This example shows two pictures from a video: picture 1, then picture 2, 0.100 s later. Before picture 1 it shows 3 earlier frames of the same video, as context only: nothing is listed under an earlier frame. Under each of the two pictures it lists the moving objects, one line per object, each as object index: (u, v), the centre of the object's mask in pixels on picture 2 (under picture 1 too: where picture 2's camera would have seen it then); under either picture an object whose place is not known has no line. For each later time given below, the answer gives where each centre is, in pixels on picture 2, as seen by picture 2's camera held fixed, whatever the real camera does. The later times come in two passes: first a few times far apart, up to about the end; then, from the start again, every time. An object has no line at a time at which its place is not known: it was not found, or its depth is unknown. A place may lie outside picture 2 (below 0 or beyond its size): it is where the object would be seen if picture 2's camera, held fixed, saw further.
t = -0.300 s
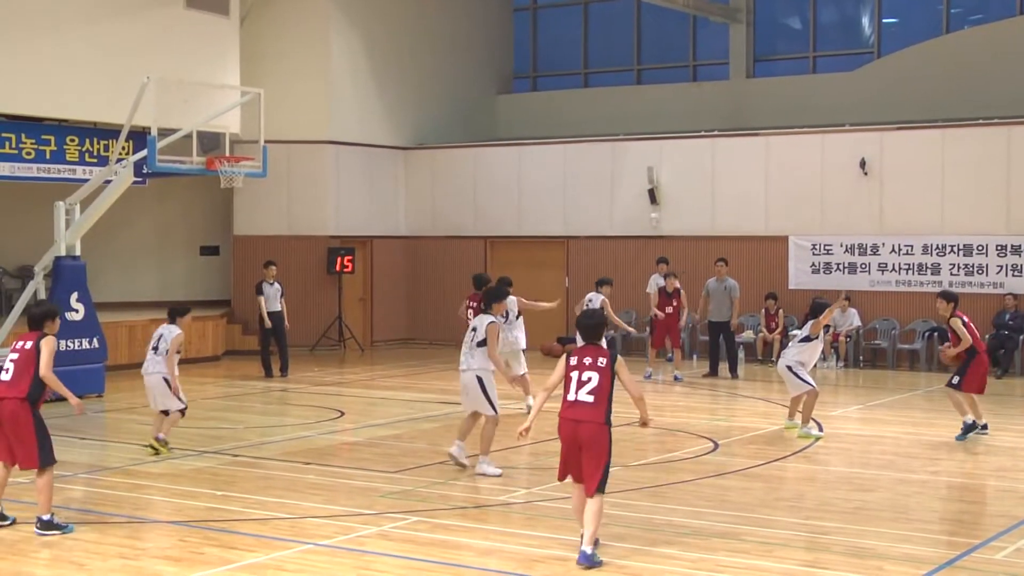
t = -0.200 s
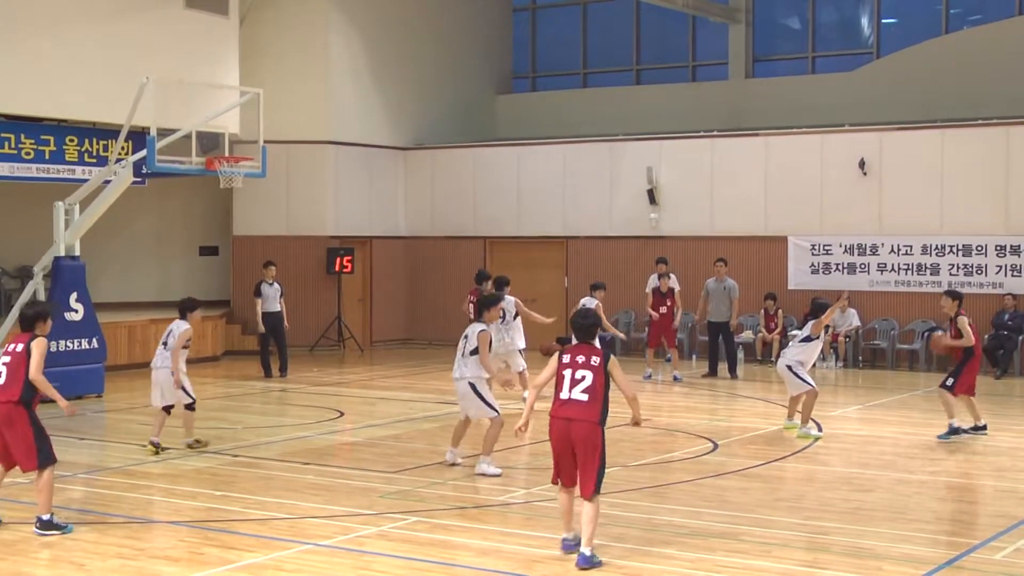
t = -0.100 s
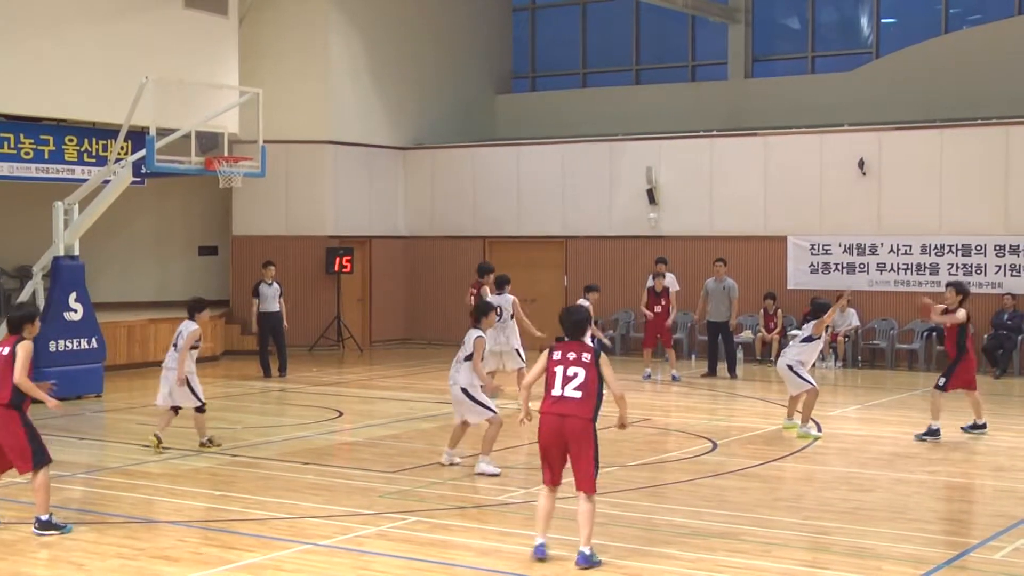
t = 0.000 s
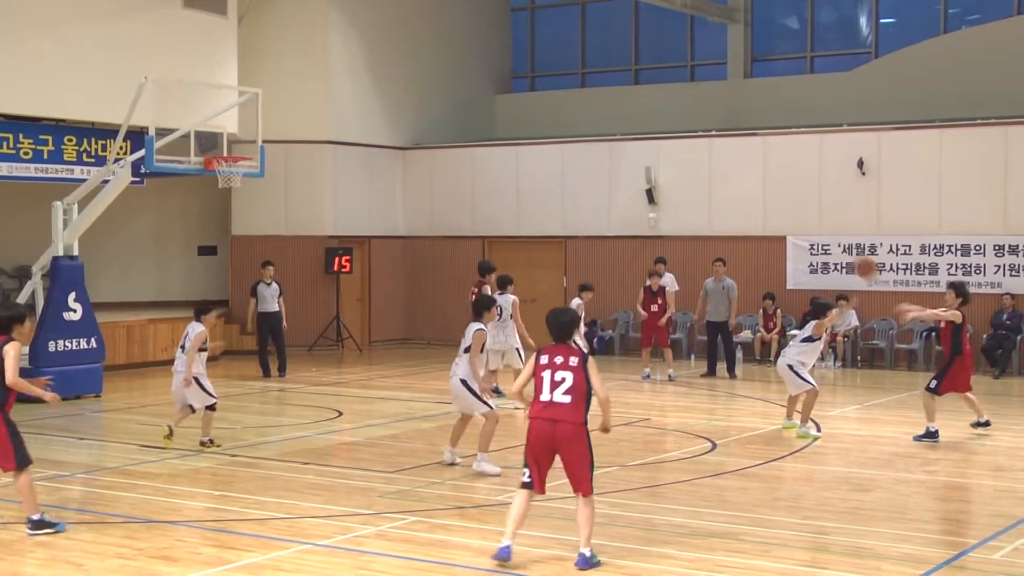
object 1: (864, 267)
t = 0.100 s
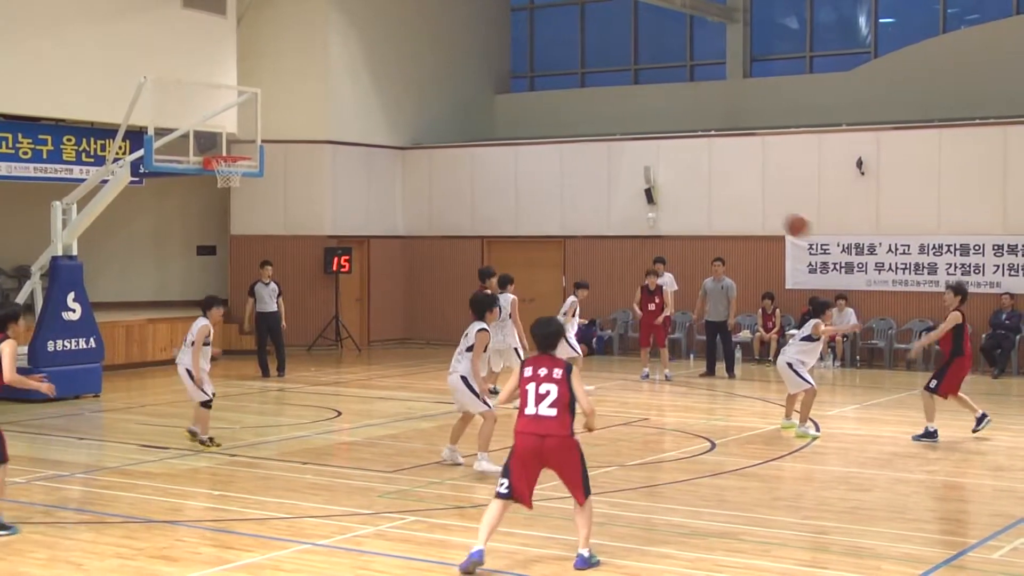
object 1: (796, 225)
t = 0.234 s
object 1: (701, 181)
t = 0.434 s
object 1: (544, 140)
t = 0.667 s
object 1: (338, 142)
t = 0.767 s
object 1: (240, 161)
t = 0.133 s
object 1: (773, 213)
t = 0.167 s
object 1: (750, 201)
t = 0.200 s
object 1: (726, 190)
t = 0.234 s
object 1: (701, 181)
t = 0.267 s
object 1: (676, 172)
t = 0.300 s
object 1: (651, 163)
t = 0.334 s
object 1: (625, 156)
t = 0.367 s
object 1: (600, 150)
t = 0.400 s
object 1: (572, 145)
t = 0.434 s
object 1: (544, 140)
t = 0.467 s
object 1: (517, 137)
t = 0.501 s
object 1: (491, 134)
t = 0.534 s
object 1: (461, 133)
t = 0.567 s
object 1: (431, 133)
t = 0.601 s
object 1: (401, 135)
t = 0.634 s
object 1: (369, 137)
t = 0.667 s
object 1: (338, 142)
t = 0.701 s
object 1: (306, 147)
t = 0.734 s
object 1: (275, 154)
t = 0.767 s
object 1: (240, 161)
